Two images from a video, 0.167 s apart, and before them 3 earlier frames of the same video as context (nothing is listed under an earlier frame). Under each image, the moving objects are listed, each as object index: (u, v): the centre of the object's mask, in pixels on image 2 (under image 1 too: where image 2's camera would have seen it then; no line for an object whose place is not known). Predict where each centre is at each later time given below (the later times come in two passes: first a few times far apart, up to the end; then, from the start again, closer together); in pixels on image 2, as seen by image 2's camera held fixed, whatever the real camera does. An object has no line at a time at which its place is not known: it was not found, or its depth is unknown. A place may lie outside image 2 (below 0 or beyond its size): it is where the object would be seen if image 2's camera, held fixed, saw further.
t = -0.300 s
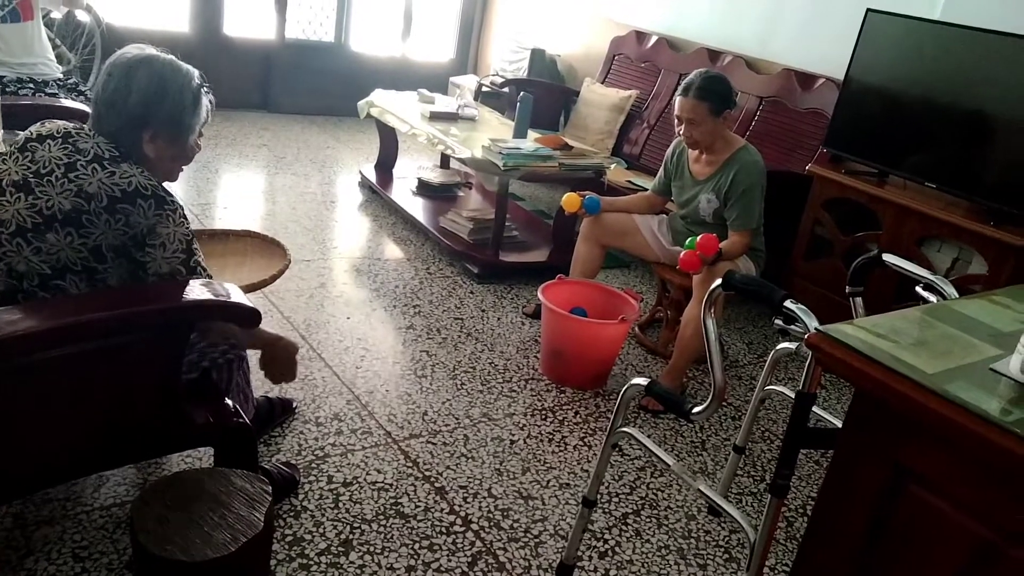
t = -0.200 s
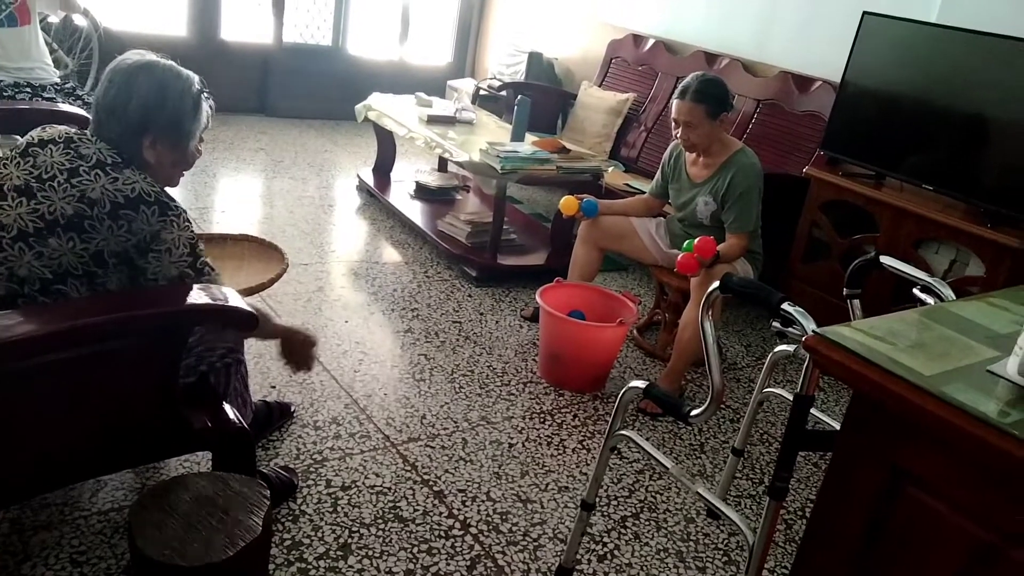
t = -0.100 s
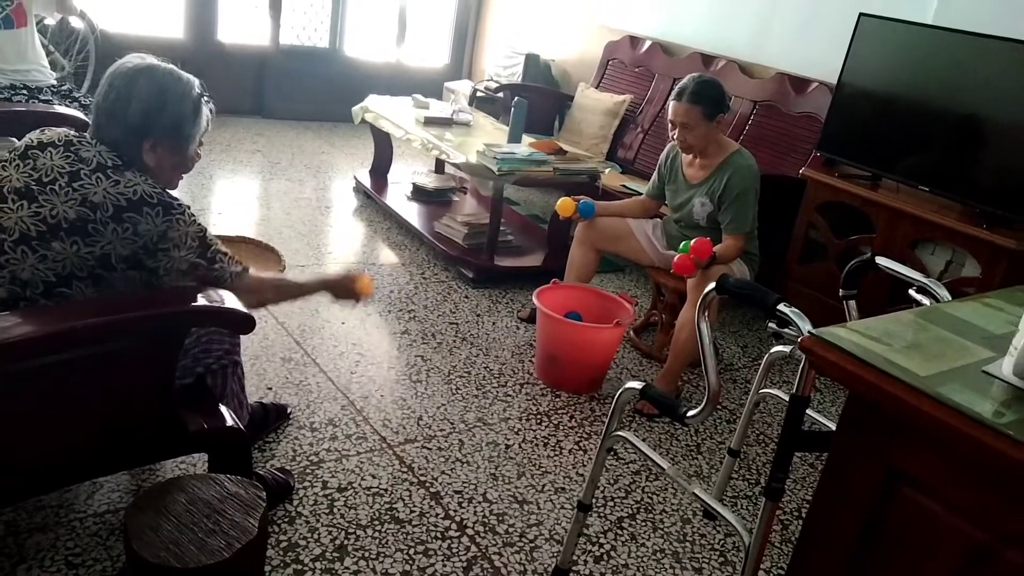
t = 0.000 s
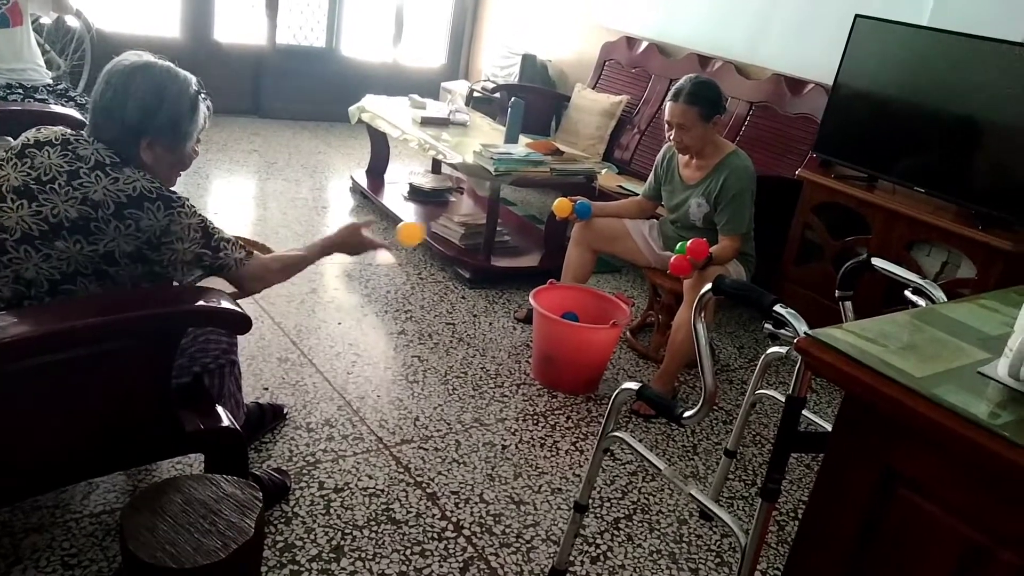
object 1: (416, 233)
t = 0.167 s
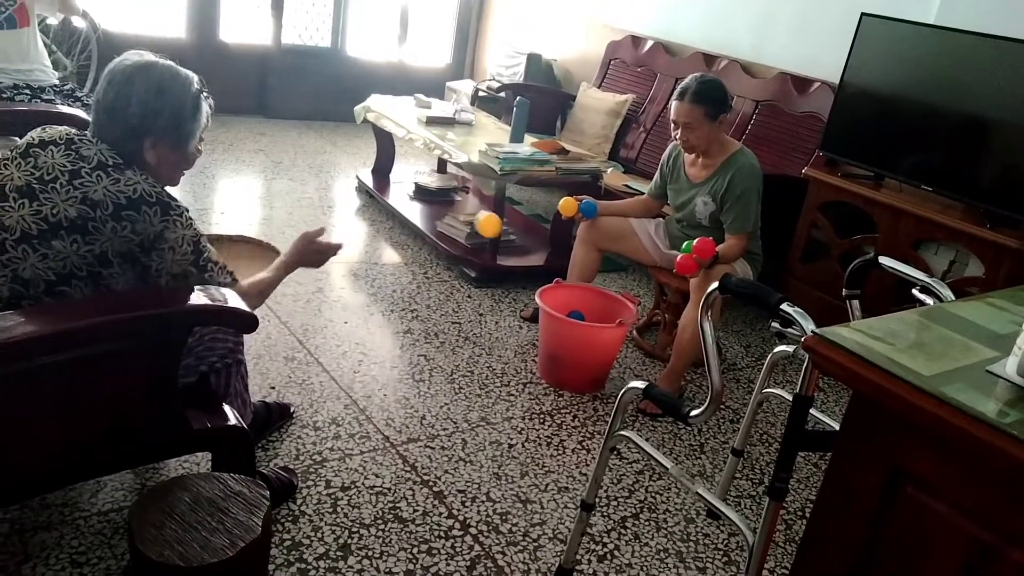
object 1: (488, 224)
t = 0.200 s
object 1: (498, 234)
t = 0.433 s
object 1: (505, 371)
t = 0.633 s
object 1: (467, 315)
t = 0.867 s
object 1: (402, 378)
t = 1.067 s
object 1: (349, 358)
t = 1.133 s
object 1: (328, 378)
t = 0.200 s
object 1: (498, 234)
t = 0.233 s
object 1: (509, 246)
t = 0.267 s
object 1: (518, 263)
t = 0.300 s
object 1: (525, 282)
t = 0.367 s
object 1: (527, 323)
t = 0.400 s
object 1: (517, 346)
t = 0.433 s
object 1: (505, 371)
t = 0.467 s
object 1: (500, 361)
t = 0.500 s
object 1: (493, 345)
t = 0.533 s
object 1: (487, 334)
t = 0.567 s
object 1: (481, 325)
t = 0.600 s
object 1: (474, 319)
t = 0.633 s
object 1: (467, 315)
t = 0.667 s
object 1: (460, 314)
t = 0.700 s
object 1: (451, 317)
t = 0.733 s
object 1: (441, 325)
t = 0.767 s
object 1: (431, 335)
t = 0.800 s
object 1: (422, 348)
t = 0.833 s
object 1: (412, 365)
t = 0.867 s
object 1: (402, 378)
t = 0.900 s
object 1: (394, 366)
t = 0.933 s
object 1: (387, 357)
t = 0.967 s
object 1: (377, 353)
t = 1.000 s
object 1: (368, 352)
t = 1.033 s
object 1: (359, 353)
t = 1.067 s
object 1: (349, 358)
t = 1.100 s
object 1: (339, 366)
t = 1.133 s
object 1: (328, 378)
